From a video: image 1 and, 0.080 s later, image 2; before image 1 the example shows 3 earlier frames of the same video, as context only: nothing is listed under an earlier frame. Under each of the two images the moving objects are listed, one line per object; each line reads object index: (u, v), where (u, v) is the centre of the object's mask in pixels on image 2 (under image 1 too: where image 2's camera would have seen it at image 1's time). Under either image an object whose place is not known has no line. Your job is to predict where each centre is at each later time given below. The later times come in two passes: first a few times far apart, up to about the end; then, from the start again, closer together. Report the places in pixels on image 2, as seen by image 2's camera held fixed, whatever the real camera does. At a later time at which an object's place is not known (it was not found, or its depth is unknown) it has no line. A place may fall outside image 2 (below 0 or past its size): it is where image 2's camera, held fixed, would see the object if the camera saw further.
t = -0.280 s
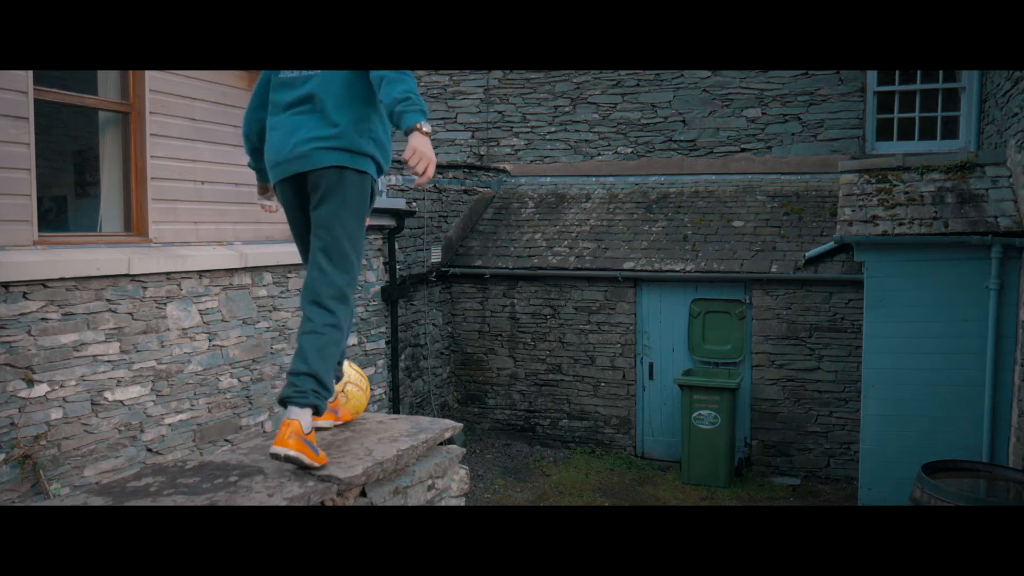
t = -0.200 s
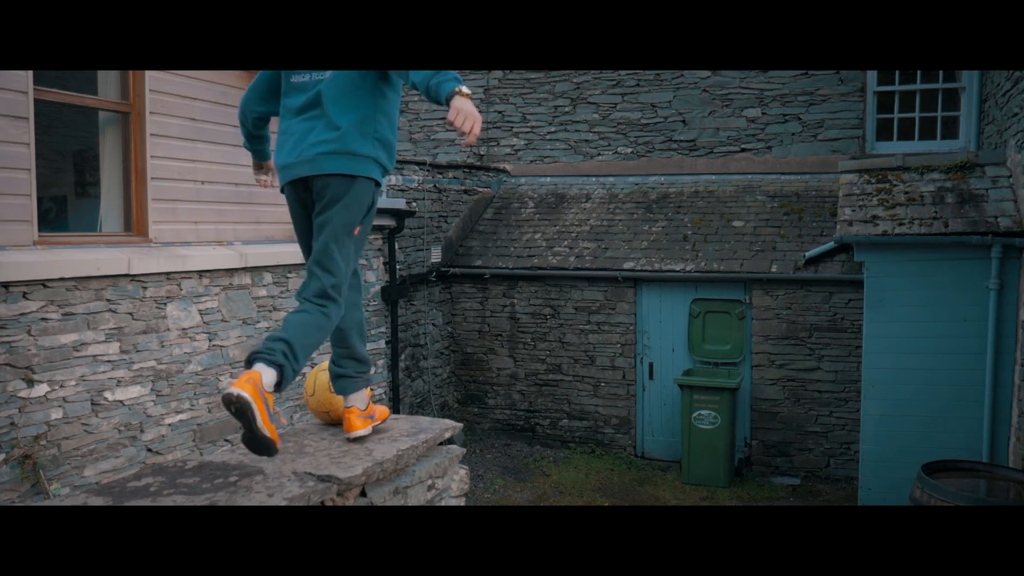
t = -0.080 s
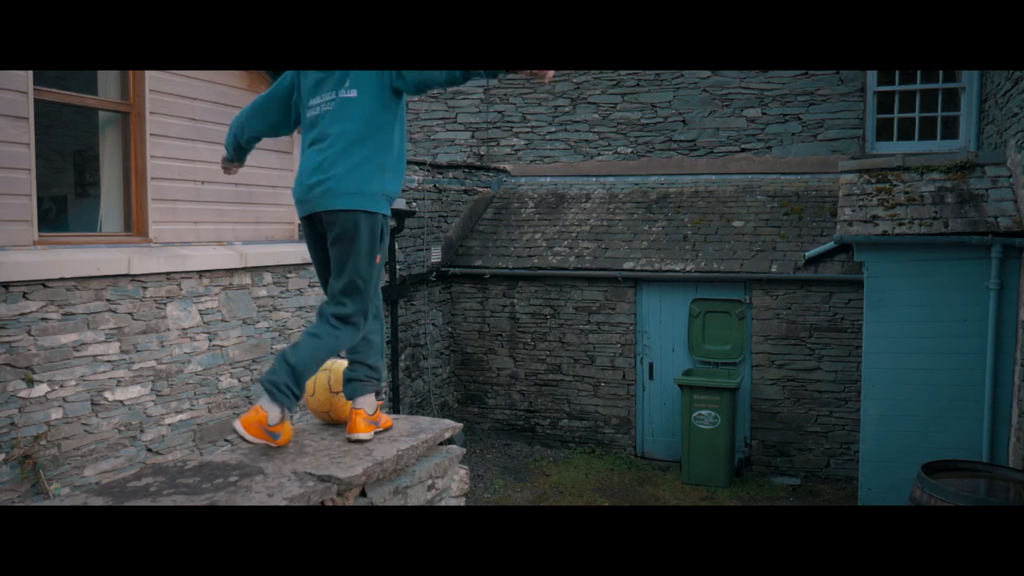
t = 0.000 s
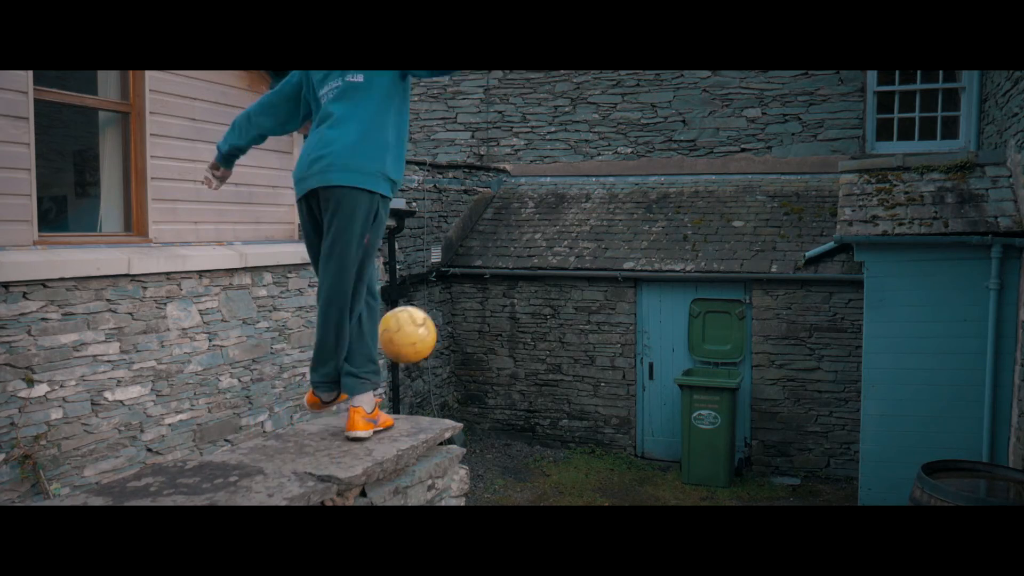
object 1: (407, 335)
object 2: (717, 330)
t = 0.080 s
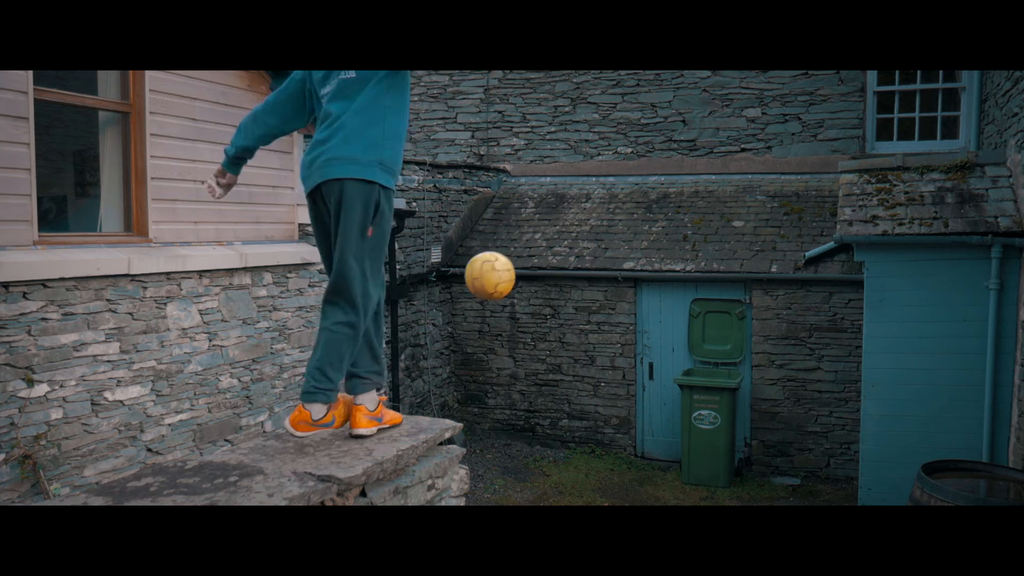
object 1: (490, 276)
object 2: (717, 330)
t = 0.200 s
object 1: (577, 236)
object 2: (717, 330)
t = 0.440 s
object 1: (678, 251)
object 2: (717, 330)
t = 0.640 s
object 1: (727, 309)
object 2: (716, 333)
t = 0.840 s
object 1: (718, 372)
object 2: (716, 330)
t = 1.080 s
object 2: (715, 334)
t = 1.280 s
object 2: (713, 341)
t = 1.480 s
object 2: (711, 372)
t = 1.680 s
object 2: (711, 373)
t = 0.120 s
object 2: (717, 330)
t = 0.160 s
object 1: (552, 244)
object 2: (717, 330)
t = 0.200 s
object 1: (577, 236)
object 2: (717, 330)
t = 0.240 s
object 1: (599, 232)
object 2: (717, 330)
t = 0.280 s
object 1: (618, 231)
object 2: (717, 330)
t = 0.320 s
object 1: (636, 232)
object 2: (717, 330)
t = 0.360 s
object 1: (651, 237)
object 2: (717, 330)
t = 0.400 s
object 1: (665, 243)
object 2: (717, 330)
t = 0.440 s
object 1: (678, 251)
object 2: (717, 330)
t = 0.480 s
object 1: (689, 260)
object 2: (717, 330)
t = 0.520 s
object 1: (700, 271)
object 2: (717, 330)
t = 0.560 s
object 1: (710, 283)
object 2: (717, 330)
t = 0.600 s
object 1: (719, 295)
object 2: (717, 331)
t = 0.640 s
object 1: (727, 309)
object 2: (716, 333)
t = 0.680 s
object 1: (734, 323)
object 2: (715, 331)
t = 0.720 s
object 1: (741, 339)
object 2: (715, 329)
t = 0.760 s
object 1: (743, 353)
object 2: (716, 328)
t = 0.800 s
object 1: (731, 363)
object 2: (716, 328)
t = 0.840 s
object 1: (718, 372)
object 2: (716, 330)
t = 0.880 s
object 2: (716, 330)
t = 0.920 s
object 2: (716, 330)
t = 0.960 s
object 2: (716, 330)
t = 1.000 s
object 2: (716, 331)
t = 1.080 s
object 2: (715, 334)
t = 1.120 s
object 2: (715, 335)
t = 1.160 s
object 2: (714, 335)
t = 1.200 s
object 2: (714, 336)
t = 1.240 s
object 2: (714, 338)
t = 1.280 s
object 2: (713, 341)
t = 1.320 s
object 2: (712, 346)
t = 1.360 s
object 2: (712, 351)
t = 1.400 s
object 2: (712, 357)
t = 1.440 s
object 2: (712, 363)
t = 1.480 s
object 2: (711, 372)
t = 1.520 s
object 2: (711, 372)
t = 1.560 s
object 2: (711, 372)
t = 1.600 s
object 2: (711, 373)
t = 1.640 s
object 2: (711, 373)
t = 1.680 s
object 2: (711, 373)
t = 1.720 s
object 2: (711, 373)
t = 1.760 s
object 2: (711, 373)
